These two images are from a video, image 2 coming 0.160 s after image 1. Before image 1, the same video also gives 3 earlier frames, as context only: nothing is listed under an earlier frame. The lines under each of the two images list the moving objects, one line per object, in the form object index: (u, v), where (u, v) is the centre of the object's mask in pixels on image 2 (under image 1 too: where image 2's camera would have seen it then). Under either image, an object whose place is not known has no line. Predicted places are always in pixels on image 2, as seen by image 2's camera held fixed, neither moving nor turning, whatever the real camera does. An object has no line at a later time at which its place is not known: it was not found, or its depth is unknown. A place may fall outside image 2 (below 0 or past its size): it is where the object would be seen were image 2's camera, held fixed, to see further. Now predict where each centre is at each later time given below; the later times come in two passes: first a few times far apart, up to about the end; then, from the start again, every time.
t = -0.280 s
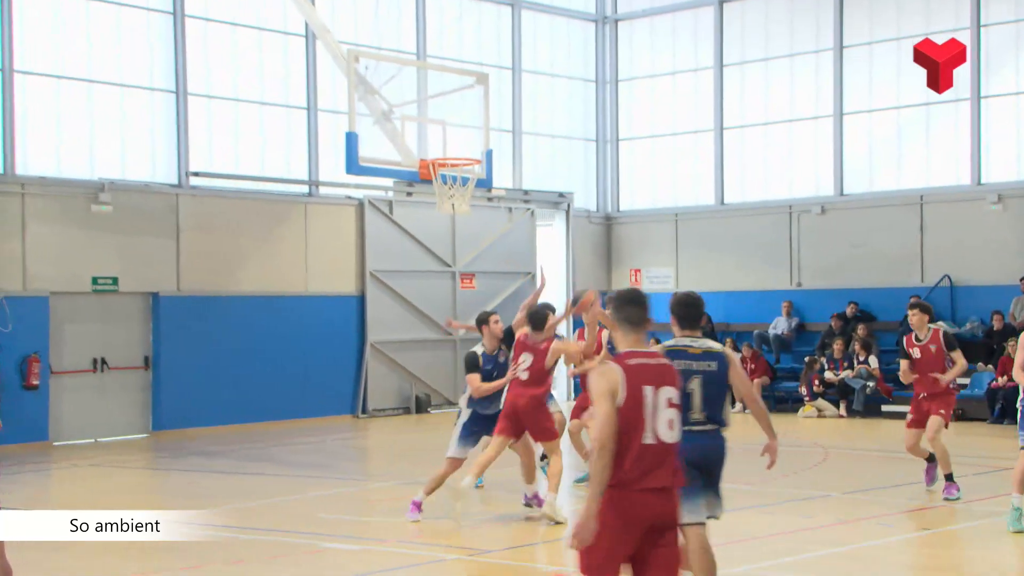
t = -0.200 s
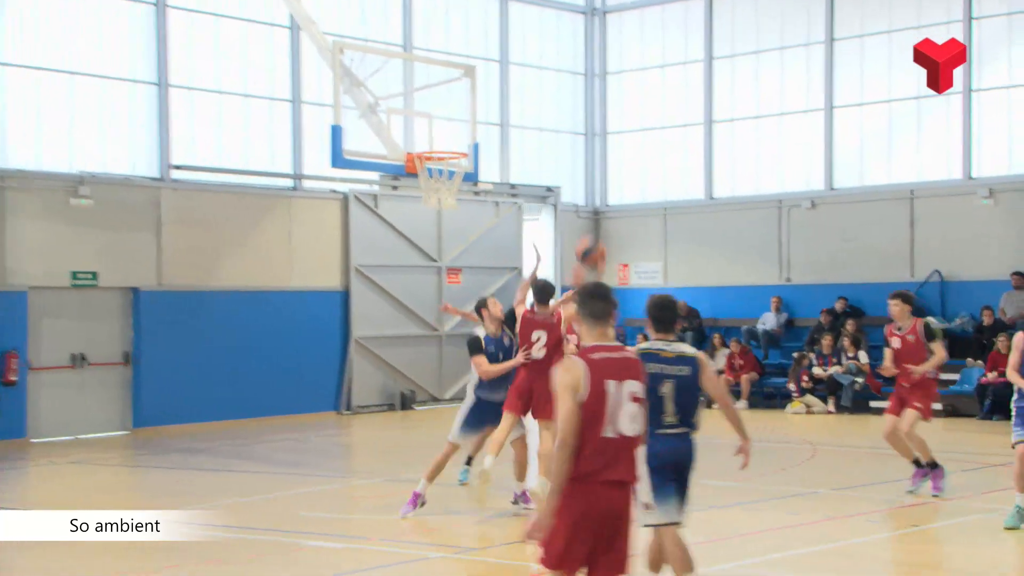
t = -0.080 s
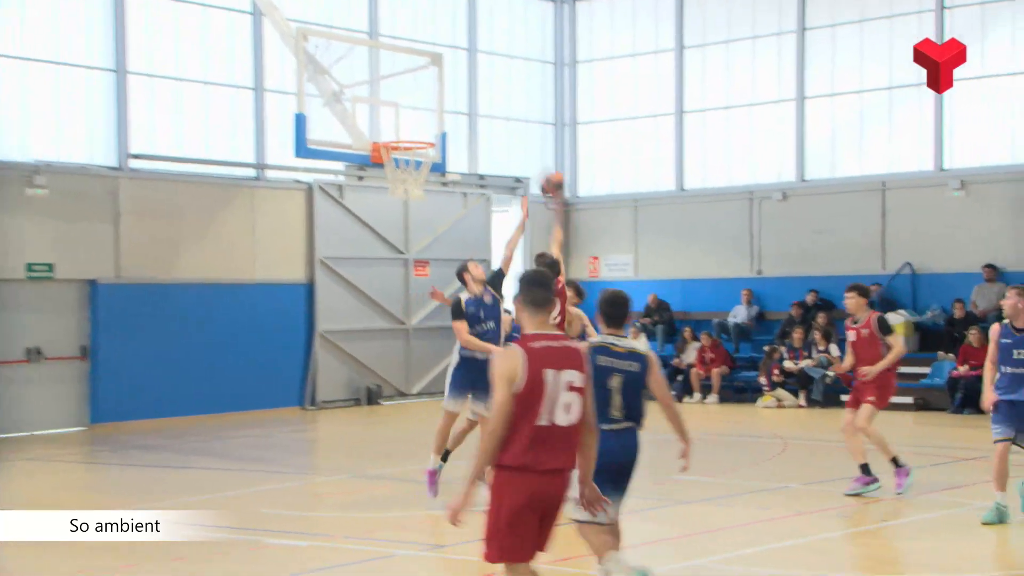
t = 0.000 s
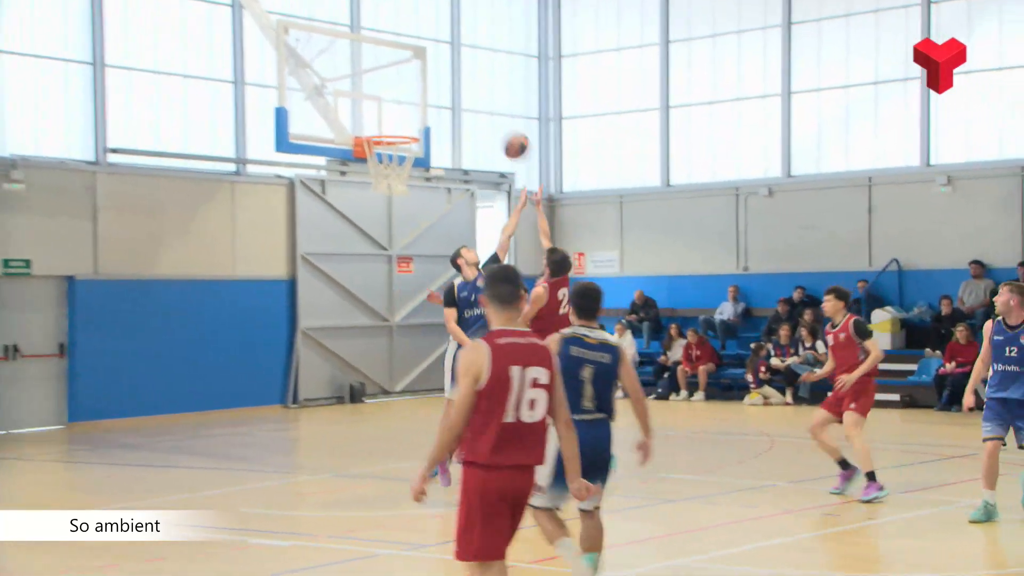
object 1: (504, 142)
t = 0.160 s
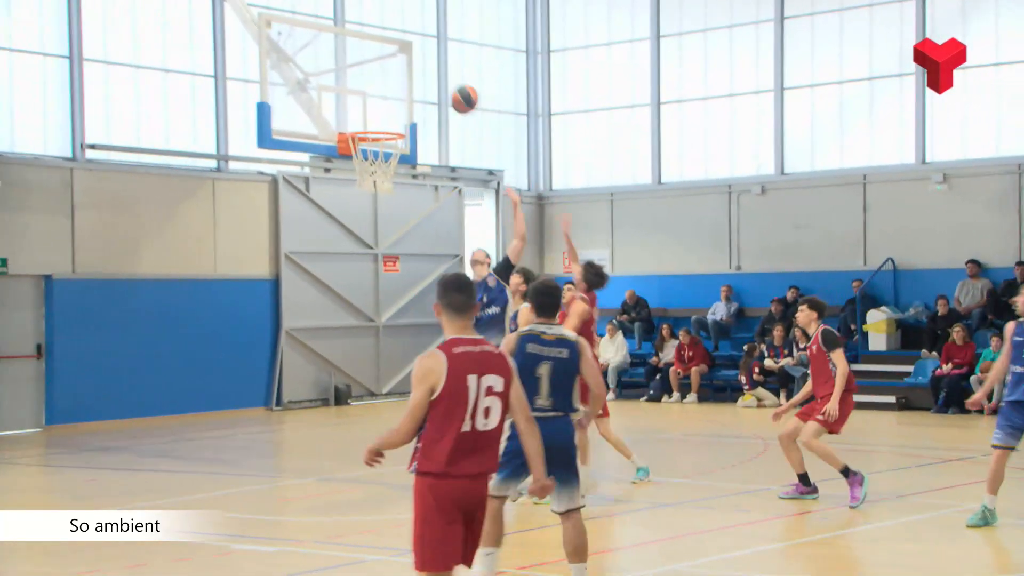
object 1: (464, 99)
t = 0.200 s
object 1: (454, 93)
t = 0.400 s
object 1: (407, 93)
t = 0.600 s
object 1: (372, 122)
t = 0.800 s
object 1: (380, 159)
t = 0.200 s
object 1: (454, 93)
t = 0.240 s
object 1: (445, 90)
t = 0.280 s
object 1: (435, 88)
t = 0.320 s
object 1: (426, 87)
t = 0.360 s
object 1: (416, 89)
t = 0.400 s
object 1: (407, 93)
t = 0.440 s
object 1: (398, 99)
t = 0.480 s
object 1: (389, 106)
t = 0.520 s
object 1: (380, 116)
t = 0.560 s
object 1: (375, 120)
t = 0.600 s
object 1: (372, 122)
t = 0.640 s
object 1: (369, 130)
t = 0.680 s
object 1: (367, 138)
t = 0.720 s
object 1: (368, 145)
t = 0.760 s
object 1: (375, 152)
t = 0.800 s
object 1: (380, 159)
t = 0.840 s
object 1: (385, 165)
